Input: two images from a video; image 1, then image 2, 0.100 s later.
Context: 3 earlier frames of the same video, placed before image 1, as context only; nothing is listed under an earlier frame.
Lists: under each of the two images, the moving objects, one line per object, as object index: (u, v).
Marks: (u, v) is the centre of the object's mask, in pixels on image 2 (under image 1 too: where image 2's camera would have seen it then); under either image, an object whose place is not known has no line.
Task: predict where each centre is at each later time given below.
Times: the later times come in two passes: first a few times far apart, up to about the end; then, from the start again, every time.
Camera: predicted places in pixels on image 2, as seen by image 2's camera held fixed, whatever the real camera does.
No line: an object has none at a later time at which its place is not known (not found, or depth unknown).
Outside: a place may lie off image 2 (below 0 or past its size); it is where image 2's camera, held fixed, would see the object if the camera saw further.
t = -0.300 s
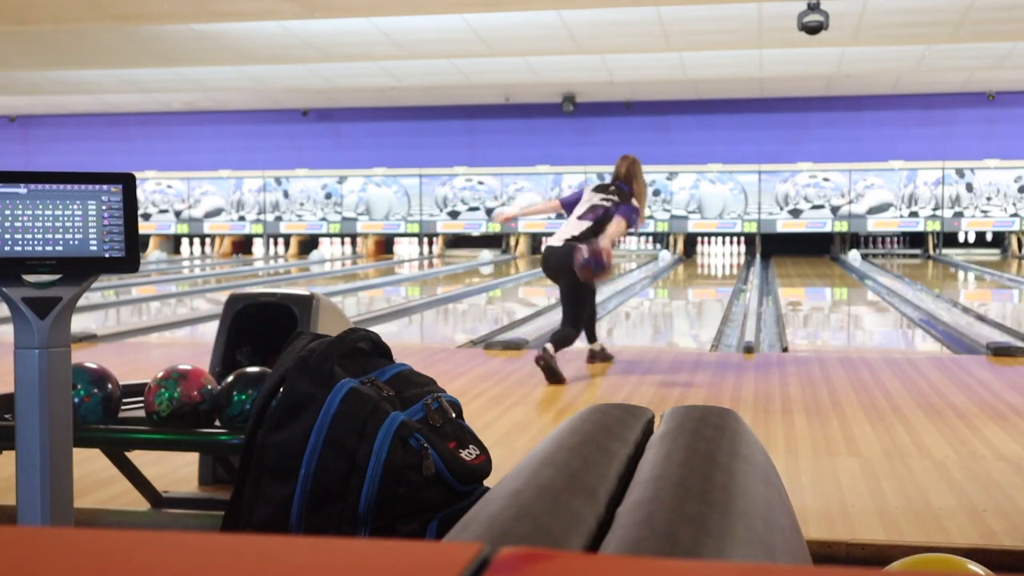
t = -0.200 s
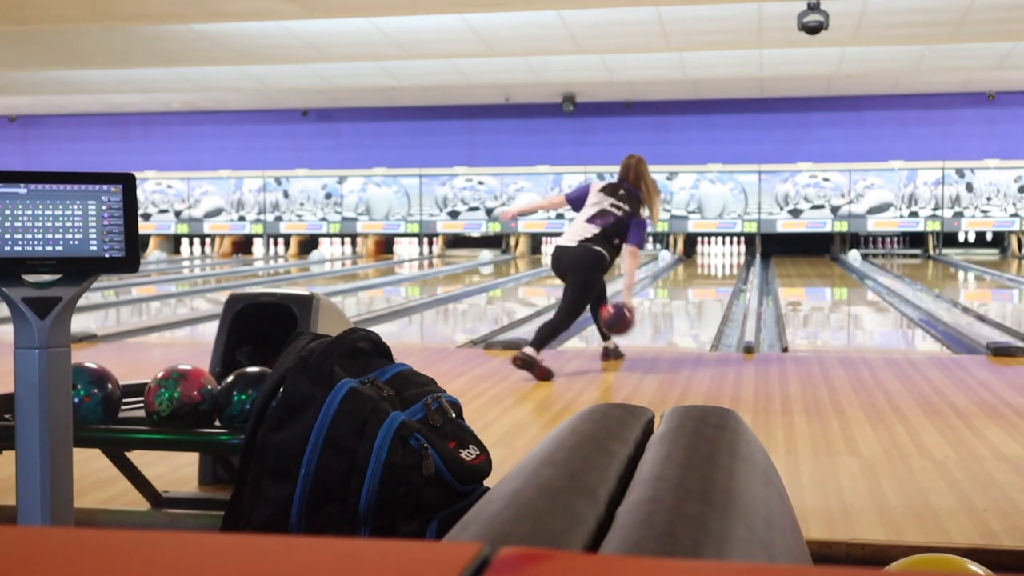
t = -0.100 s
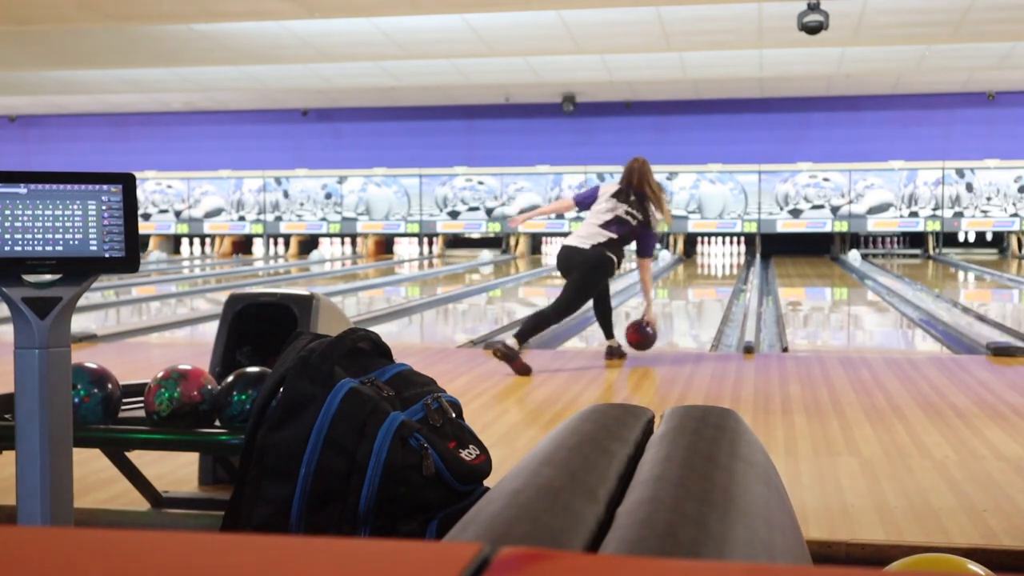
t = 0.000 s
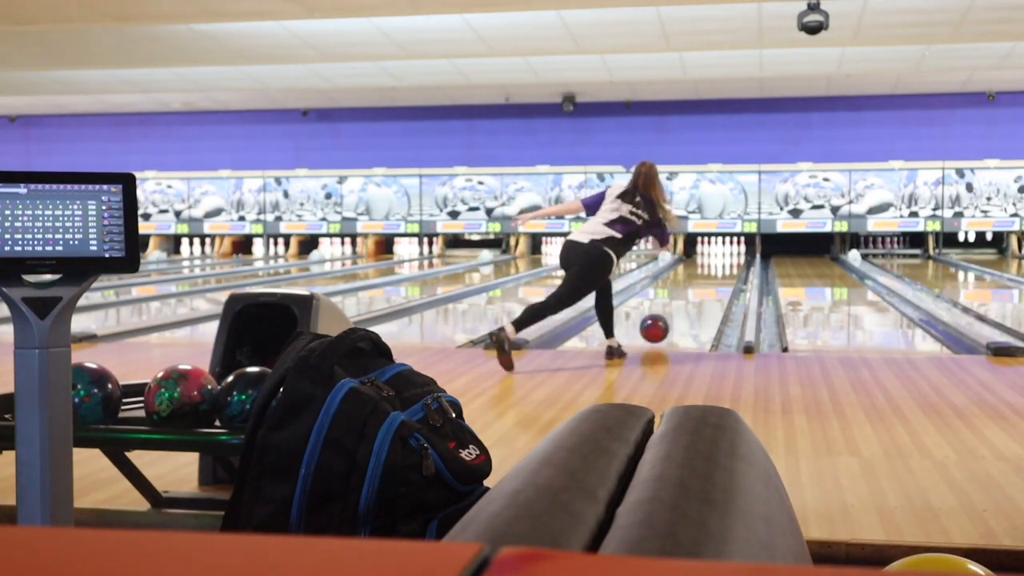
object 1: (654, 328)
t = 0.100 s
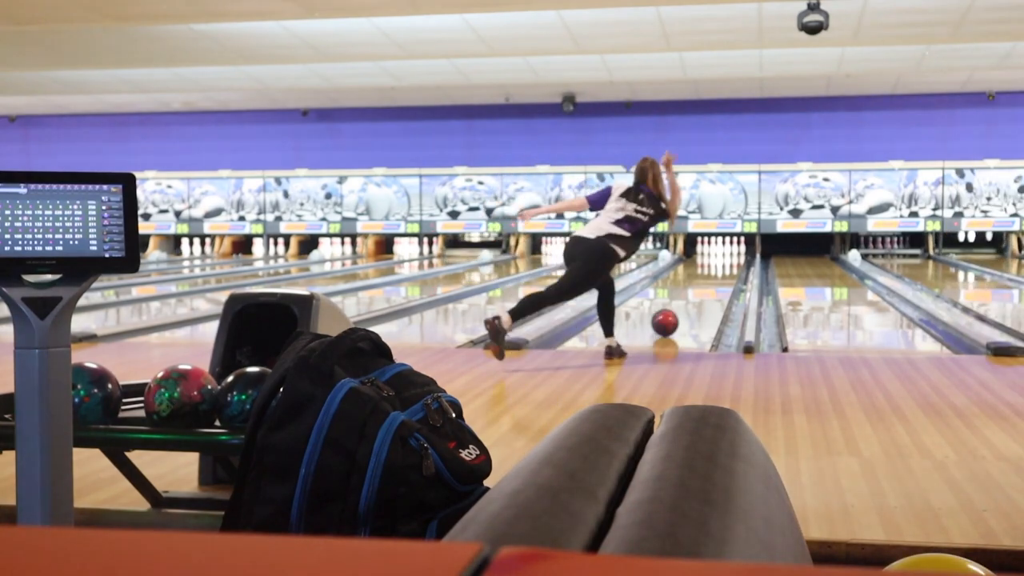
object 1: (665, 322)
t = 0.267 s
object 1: (679, 310)
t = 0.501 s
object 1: (695, 297)
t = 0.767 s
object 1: (708, 285)
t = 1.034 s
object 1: (717, 277)
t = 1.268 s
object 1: (723, 272)
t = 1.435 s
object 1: (727, 268)
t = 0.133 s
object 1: (668, 320)
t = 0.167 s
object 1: (671, 317)
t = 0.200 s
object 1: (674, 315)
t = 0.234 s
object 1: (677, 312)
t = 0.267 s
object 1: (679, 310)
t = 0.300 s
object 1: (682, 308)
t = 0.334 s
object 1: (684, 306)
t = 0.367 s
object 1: (687, 304)
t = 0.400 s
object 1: (689, 302)
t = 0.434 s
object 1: (691, 300)
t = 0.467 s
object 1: (693, 299)
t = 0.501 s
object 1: (695, 297)
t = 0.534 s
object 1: (697, 295)
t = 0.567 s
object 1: (698, 294)
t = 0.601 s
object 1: (700, 292)
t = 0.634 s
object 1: (702, 290)
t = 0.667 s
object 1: (703, 288)
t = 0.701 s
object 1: (705, 287)
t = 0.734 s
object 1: (707, 286)
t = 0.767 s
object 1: (708, 285)
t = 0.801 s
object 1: (709, 284)
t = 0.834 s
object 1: (711, 283)
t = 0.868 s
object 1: (712, 282)
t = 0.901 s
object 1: (713, 281)
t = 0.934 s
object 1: (714, 280)
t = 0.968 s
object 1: (715, 279)
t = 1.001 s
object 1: (717, 278)
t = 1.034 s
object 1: (717, 277)
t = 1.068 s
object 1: (718, 276)
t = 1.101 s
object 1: (719, 275)
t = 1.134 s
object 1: (721, 275)
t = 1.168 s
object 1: (722, 273)
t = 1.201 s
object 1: (722, 273)
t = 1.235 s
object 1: (723, 272)
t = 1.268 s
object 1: (723, 272)
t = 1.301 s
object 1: (724, 271)
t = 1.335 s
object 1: (726, 270)
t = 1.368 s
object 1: (726, 269)
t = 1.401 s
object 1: (727, 269)
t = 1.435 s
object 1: (727, 268)
